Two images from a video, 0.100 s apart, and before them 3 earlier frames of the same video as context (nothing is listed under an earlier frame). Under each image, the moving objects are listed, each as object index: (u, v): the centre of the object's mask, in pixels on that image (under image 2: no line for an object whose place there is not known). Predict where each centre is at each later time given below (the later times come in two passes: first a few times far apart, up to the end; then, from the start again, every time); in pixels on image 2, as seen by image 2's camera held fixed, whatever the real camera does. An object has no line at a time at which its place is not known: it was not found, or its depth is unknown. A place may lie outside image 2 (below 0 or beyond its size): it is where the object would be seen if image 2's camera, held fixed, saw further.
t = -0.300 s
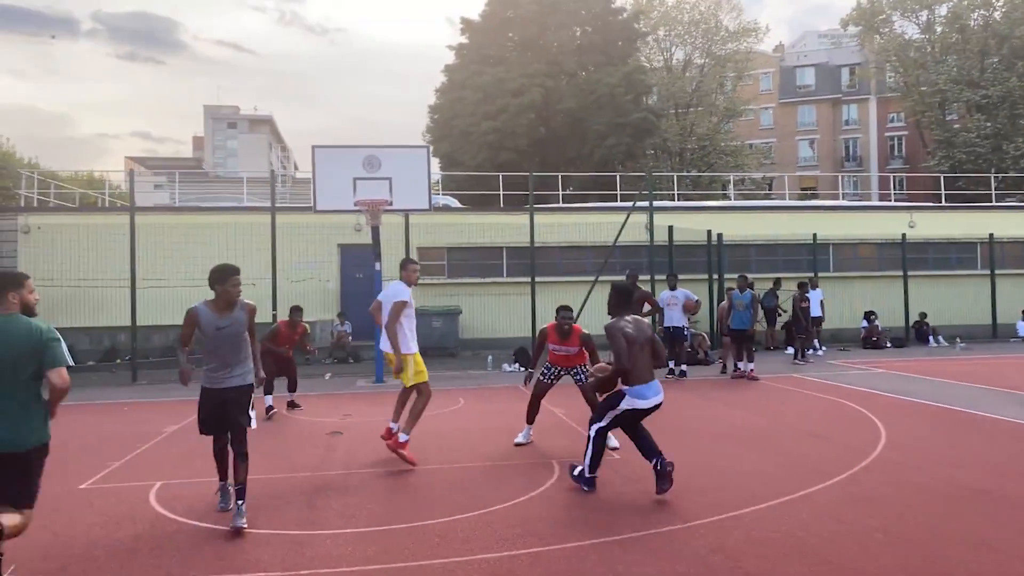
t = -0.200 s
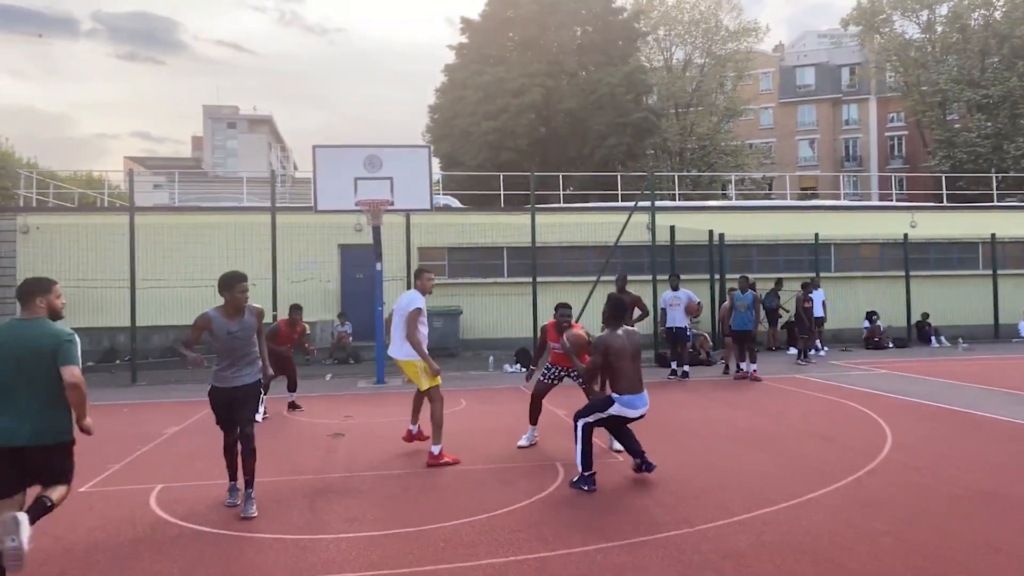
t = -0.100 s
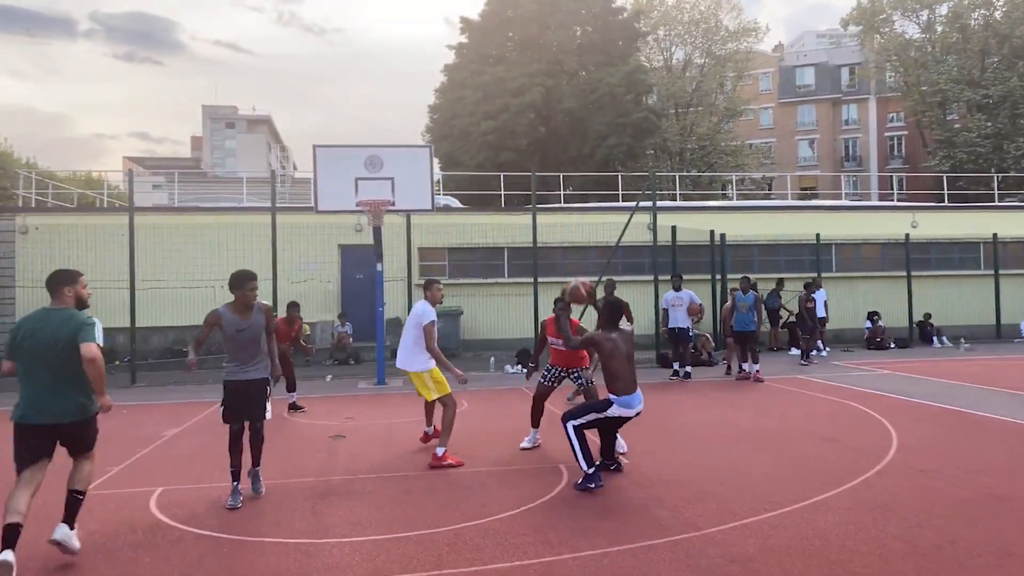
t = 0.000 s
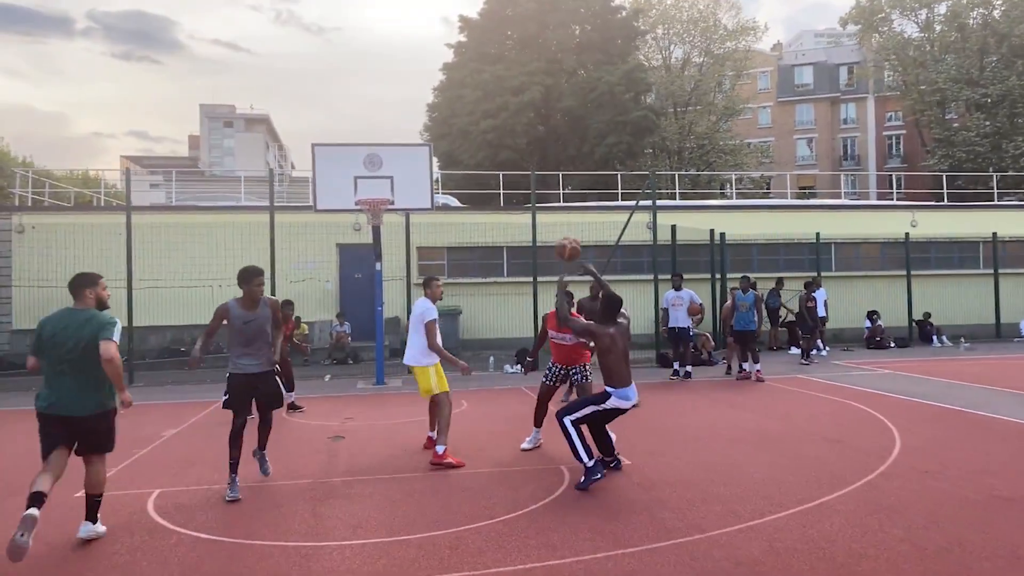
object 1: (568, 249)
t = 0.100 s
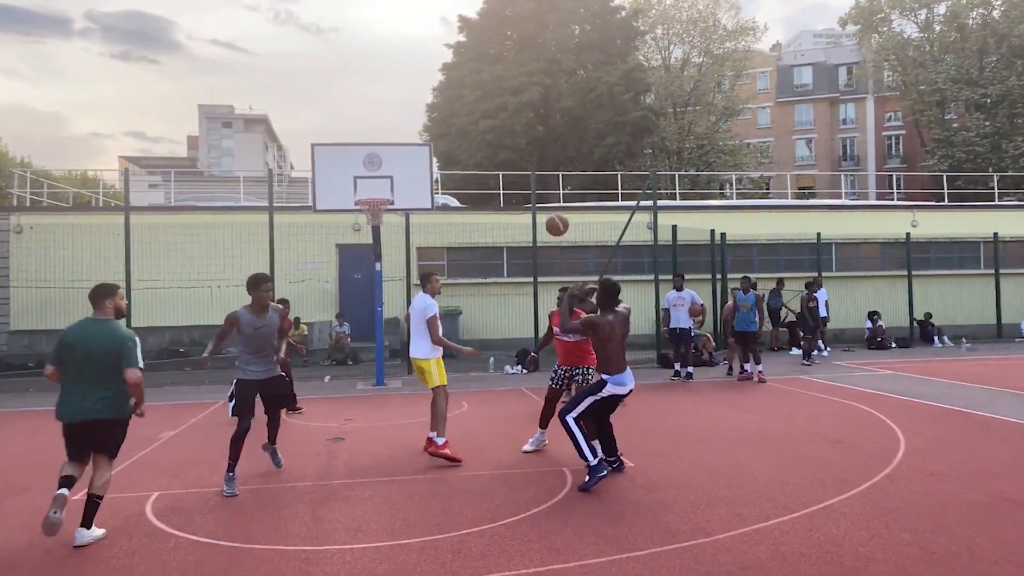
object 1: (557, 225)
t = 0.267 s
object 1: (542, 212)
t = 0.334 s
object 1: (536, 214)
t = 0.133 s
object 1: (554, 219)
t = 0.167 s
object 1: (550, 216)
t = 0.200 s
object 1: (547, 214)
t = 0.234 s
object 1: (545, 212)
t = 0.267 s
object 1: (542, 212)
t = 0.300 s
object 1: (539, 212)
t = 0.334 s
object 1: (536, 214)
